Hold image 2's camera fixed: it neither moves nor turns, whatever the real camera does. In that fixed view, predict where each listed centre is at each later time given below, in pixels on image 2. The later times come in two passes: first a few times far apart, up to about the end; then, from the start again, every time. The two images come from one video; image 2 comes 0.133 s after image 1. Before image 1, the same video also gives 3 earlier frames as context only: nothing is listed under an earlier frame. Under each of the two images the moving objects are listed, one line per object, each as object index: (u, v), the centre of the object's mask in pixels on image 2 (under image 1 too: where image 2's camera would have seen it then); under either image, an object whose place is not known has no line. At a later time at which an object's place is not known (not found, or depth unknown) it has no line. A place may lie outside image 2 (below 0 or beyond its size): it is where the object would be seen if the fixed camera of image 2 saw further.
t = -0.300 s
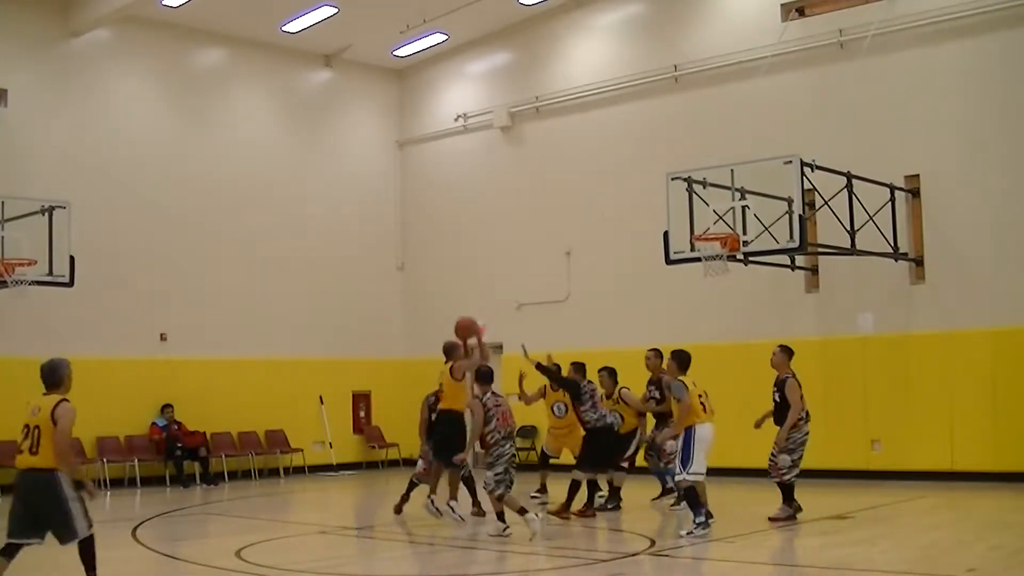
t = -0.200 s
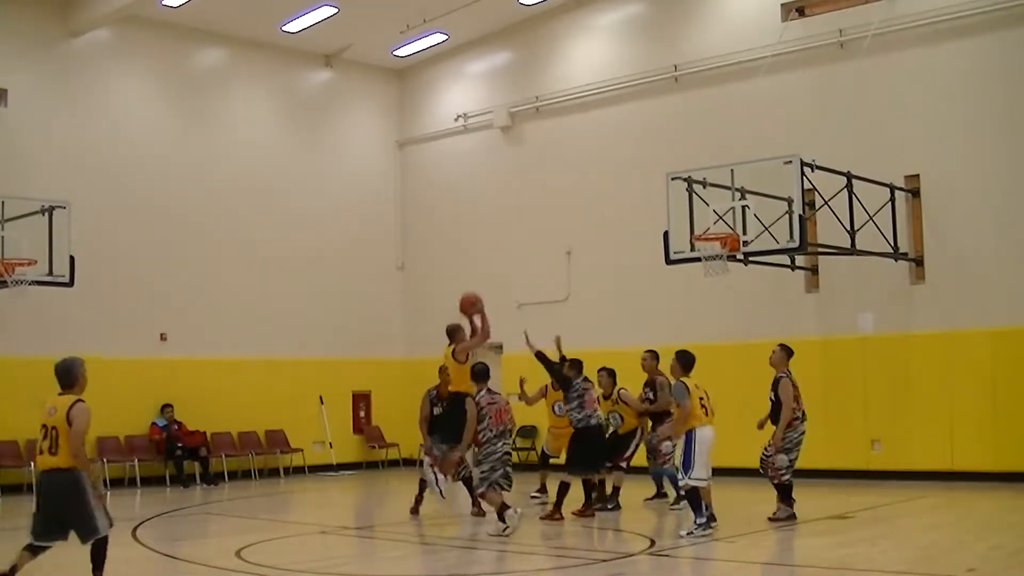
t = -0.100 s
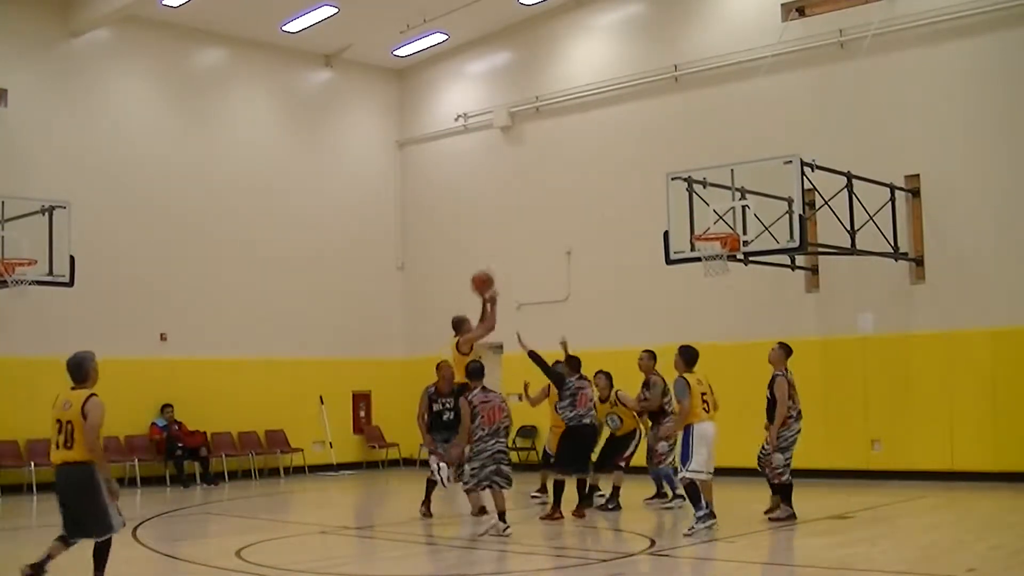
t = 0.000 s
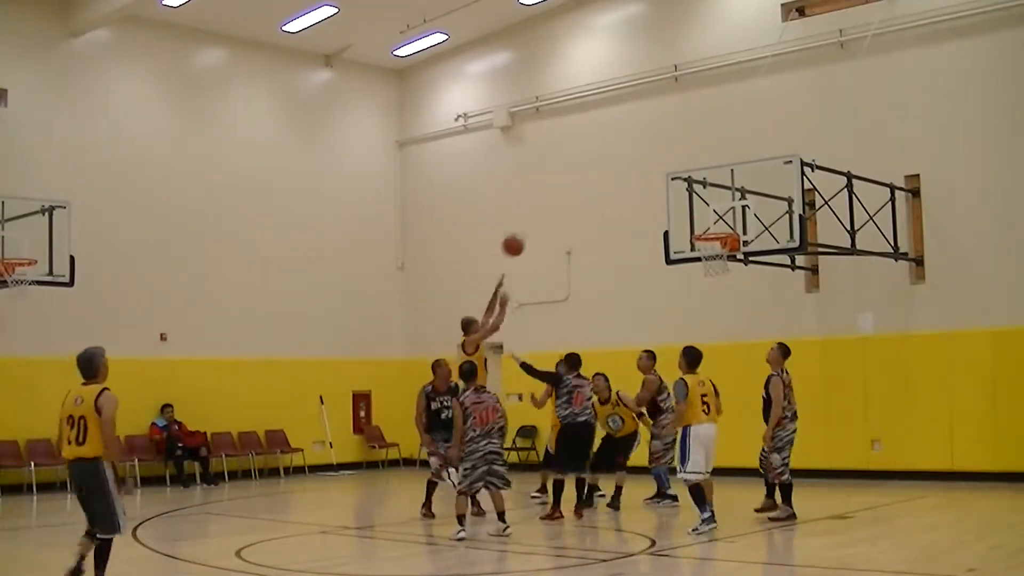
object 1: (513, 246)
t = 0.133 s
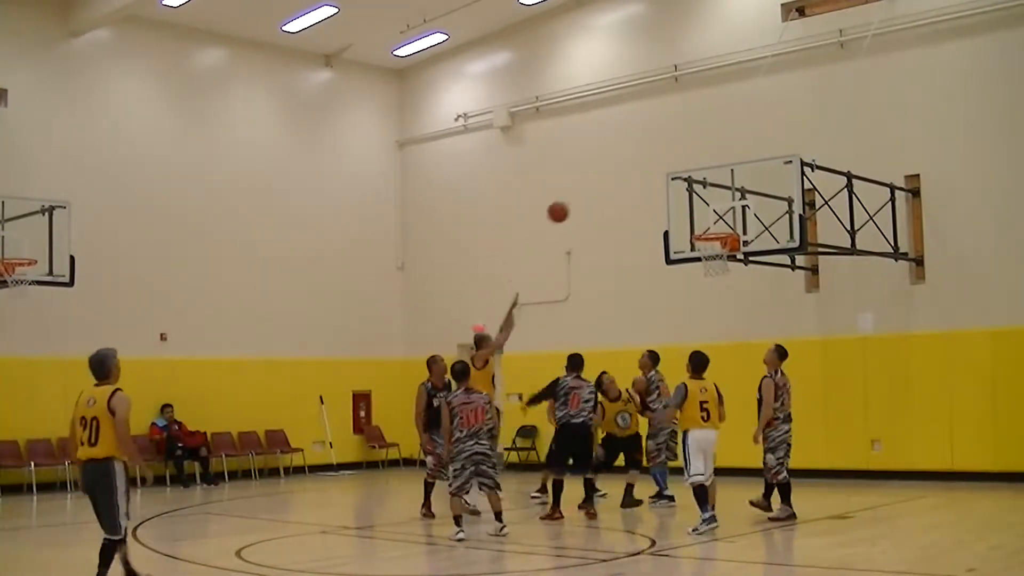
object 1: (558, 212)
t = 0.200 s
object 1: (580, 202)
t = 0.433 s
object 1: (654, 197)
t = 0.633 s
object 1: (715, 227)
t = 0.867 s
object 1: (692, 275)
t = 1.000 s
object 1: (678, 306)
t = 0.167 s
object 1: (569, 206)
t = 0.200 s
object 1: (580, 202)
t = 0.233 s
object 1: (591, 198)
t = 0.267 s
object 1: (601, 195)
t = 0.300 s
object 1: (612, 193)
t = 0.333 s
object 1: (622, 193)
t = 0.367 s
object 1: (633, 193)
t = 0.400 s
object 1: (643, 194)
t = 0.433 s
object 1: (654, 197)
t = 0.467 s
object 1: (664, 200)
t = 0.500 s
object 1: (674, 203)
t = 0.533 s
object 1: (684, 209)
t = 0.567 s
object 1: (694, 214)
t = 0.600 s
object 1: (705, 221)
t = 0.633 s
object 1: (715, 227)
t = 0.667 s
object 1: (723, 237)
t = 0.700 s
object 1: (716, 246)
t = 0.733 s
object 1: (708, 256)
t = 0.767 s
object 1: (703, 263)
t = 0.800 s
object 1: (699, 266)
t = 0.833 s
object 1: (695, 270)
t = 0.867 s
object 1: (692, 275)
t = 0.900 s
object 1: (688, 282)
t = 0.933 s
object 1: (685, 288)
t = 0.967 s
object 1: (681, 296)
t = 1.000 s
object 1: (678, 306)
